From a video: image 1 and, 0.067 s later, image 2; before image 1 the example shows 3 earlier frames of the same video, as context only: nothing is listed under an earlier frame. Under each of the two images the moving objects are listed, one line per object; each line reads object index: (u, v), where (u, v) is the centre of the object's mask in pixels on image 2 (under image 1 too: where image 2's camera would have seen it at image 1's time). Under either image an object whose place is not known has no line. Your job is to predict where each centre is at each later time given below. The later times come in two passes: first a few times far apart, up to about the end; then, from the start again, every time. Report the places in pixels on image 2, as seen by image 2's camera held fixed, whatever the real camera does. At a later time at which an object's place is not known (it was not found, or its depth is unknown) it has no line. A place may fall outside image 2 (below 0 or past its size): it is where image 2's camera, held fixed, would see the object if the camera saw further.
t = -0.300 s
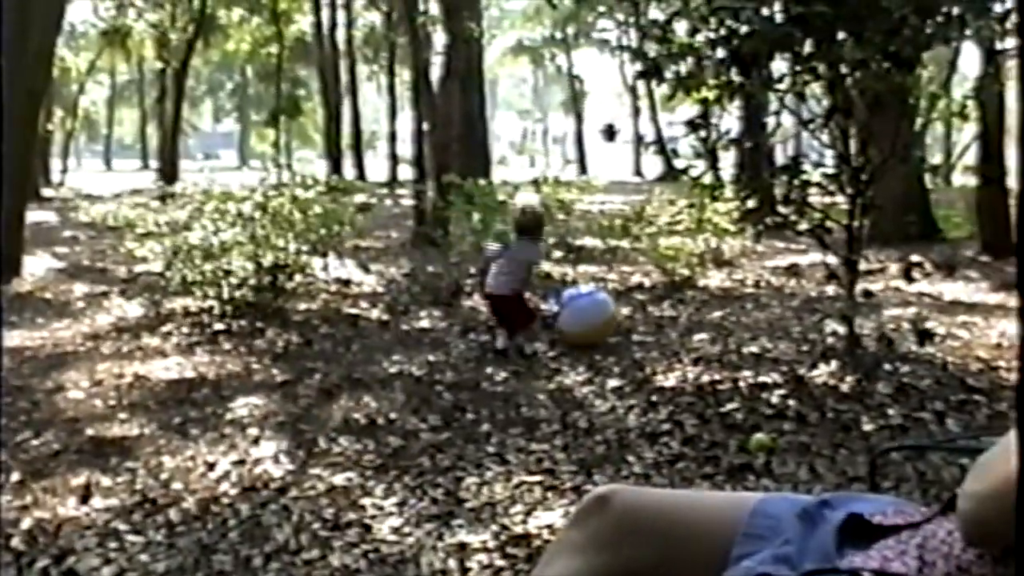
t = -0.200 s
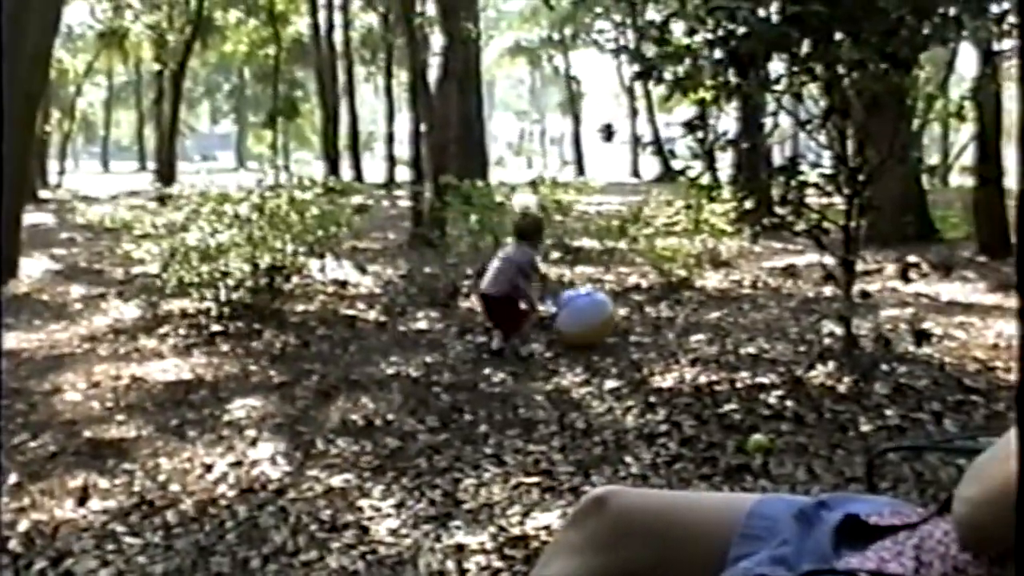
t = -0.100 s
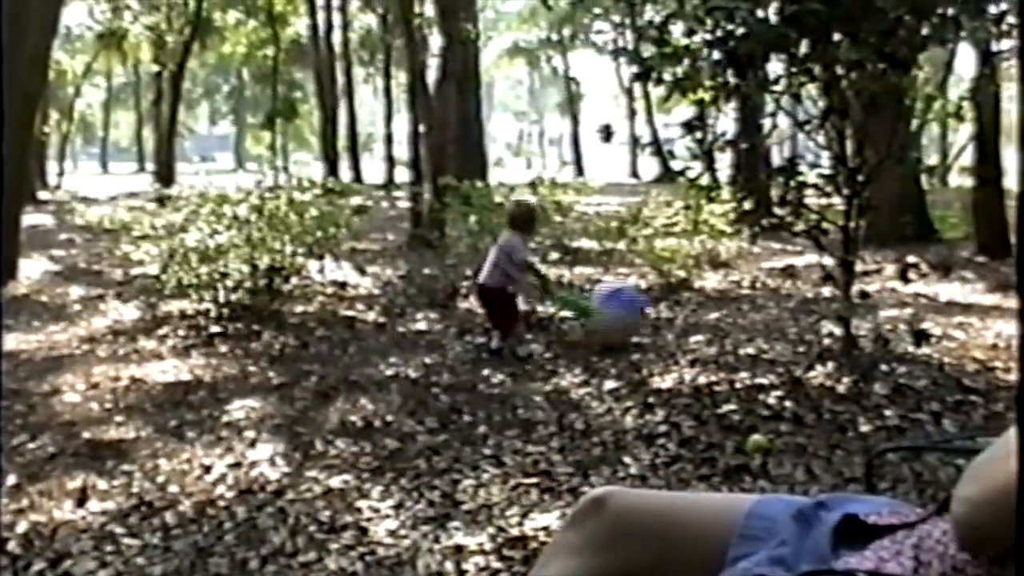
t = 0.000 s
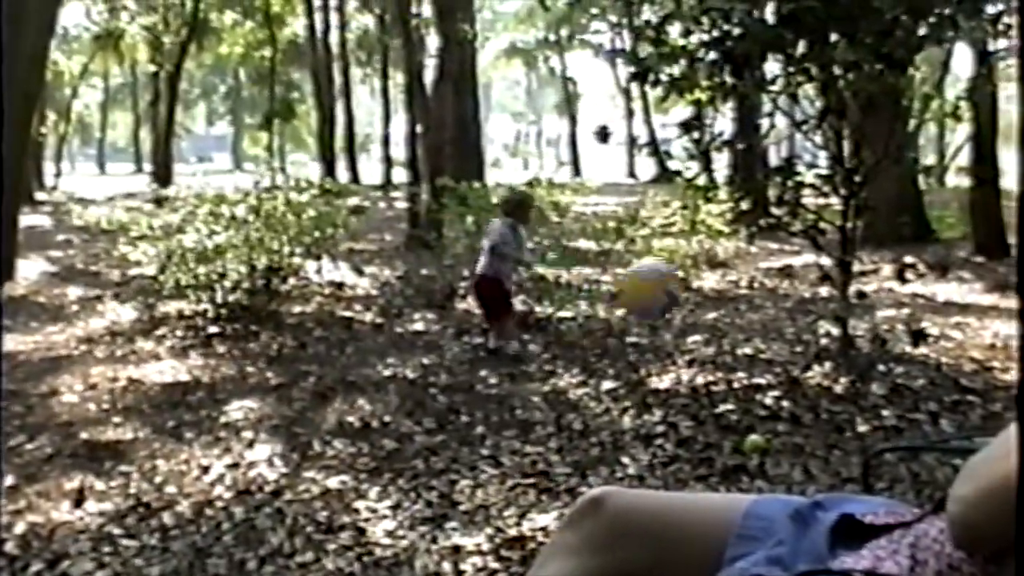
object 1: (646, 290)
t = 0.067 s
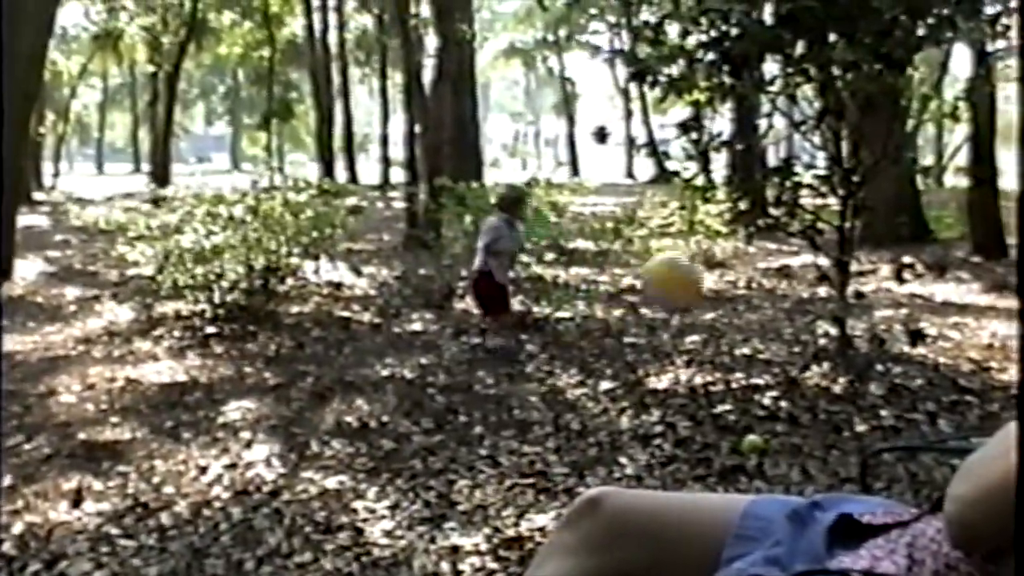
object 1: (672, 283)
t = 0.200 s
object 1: (719, 289)
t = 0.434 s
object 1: (789, 311)
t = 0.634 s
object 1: (854, 308)
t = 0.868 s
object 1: (911, 308)
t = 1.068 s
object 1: (953, 306)
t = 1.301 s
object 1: (999, 307)
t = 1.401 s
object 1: (1017, 311)
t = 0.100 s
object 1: (684, 281)
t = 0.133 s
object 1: (695, 284)
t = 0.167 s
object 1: (707, 285)
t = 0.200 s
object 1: (719, 289)
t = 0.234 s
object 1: (728, 295)
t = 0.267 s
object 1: (742, 303)
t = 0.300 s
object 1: (752, 313)
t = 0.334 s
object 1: (762, 315)
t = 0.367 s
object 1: (774, 313)
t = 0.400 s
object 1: (785, 310)
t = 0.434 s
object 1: (789, 311)
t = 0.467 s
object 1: (801, 303)
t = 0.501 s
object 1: (807, 300)
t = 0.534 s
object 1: (812, 296)
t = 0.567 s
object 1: (815, 302)
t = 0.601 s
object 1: (850, 302)
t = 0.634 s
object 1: (854, 308)
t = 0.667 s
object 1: (870, 307)
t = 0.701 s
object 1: (873, 312)
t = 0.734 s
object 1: (878, 310)
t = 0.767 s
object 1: (884, 308)
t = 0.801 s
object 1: (893, 310)
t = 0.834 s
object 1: (903, 308)
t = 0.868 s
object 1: (911, 308)
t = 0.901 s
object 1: (921, 307)
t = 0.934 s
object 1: (926, 307)
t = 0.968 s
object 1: (933, 307)
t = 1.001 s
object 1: (939, 306)
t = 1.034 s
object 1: (946, 305)
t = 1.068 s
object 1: (953, 306)
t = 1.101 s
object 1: (960, 308)
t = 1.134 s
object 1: (966, 310)
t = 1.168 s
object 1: (974, 308)
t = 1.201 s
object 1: (981, 307)
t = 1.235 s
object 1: (987, 305)
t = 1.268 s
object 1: (992, 305)
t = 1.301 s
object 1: (999, 307)
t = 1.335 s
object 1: (1004, 310)
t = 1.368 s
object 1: (1011, 311)
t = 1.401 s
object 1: (1017, 311)
